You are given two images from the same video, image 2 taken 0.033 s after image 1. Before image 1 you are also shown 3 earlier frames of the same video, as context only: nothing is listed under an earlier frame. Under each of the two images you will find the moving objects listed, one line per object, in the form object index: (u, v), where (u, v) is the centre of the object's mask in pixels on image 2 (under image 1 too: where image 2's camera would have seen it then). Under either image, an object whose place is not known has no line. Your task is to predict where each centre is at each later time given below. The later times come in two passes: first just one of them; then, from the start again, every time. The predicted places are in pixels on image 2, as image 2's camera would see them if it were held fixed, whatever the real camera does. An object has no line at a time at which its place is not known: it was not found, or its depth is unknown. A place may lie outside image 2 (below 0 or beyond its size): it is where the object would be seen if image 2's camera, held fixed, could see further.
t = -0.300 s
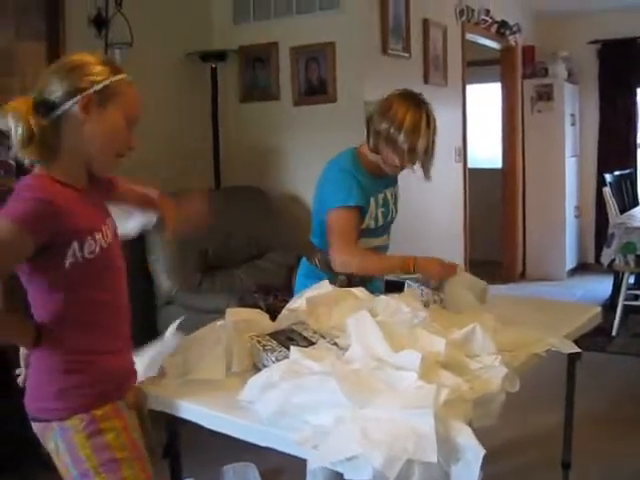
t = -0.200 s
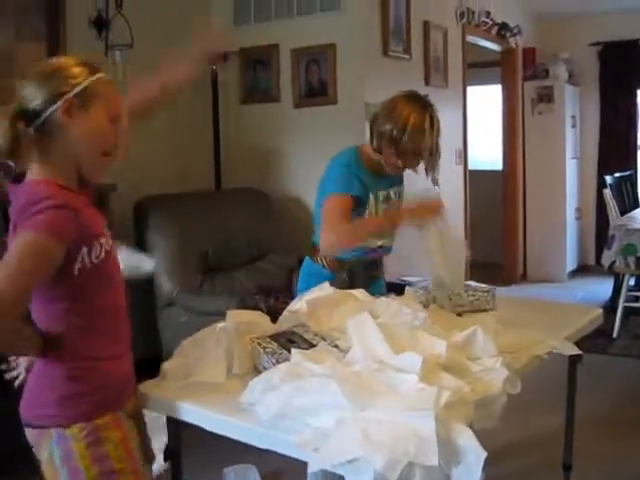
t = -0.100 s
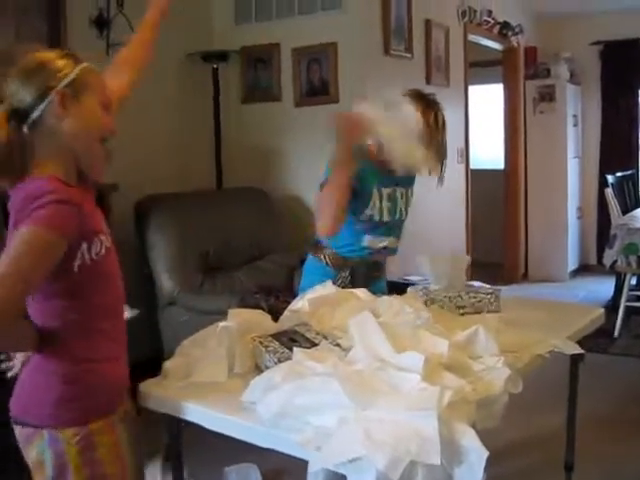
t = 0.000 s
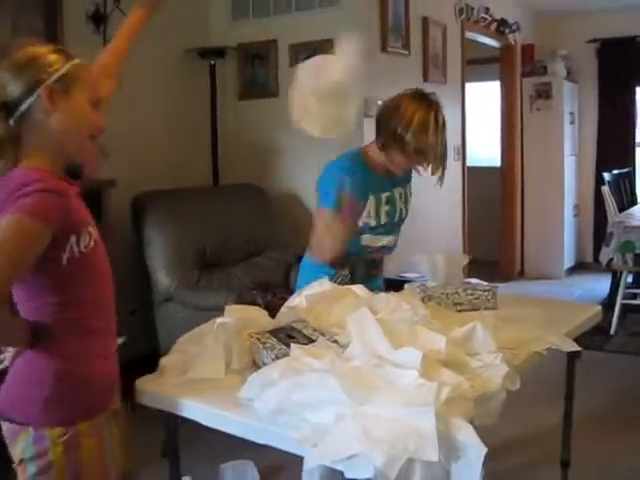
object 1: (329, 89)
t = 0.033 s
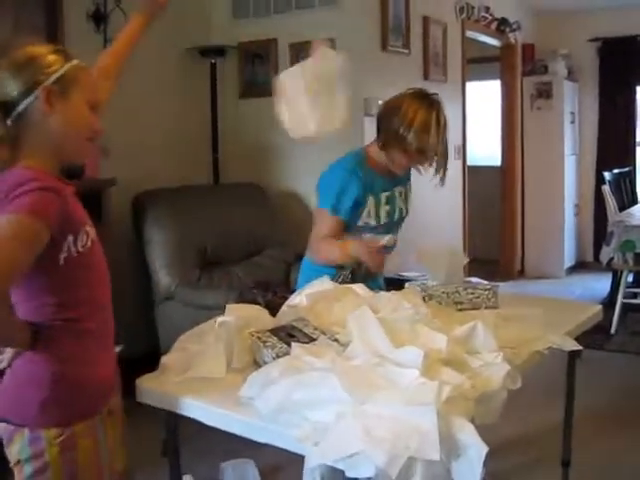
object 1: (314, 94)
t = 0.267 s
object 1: (265, 167)
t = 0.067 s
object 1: (302, 98)
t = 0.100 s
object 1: (293, 106)
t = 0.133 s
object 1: (286, 115)
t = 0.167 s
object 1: (280, 126)
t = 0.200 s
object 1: (274, 140)
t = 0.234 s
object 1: (269, 152)
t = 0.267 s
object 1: (265, 167)
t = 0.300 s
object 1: (261, 182)
